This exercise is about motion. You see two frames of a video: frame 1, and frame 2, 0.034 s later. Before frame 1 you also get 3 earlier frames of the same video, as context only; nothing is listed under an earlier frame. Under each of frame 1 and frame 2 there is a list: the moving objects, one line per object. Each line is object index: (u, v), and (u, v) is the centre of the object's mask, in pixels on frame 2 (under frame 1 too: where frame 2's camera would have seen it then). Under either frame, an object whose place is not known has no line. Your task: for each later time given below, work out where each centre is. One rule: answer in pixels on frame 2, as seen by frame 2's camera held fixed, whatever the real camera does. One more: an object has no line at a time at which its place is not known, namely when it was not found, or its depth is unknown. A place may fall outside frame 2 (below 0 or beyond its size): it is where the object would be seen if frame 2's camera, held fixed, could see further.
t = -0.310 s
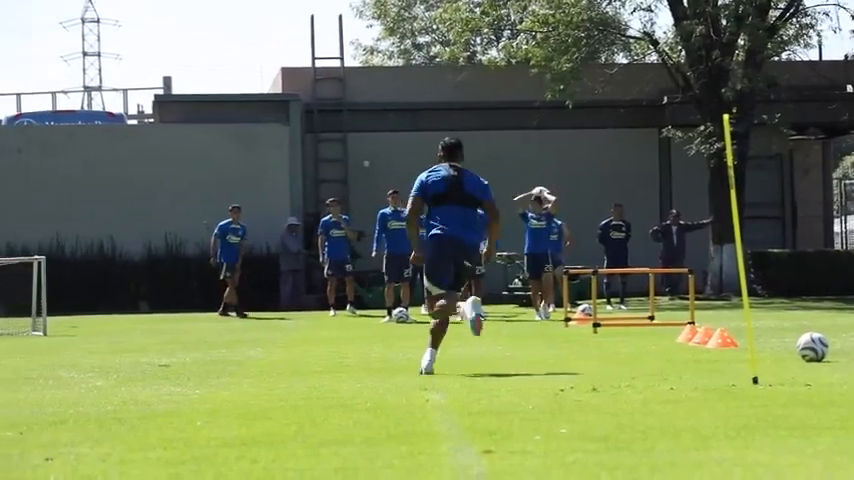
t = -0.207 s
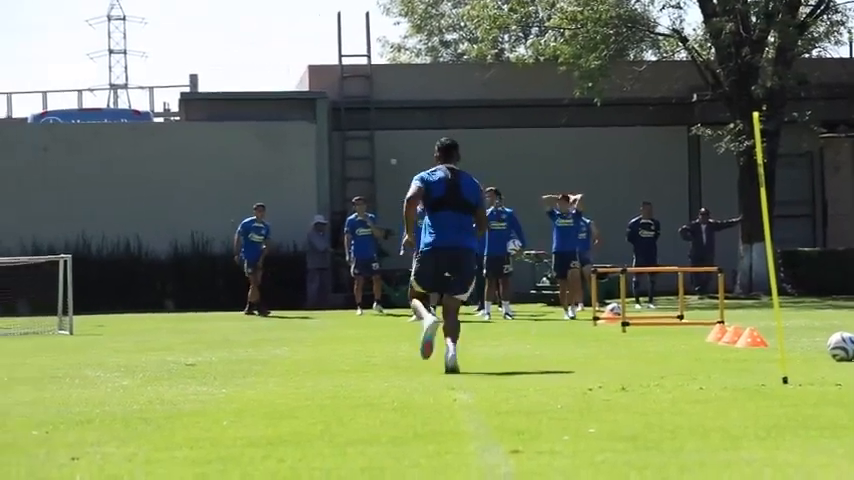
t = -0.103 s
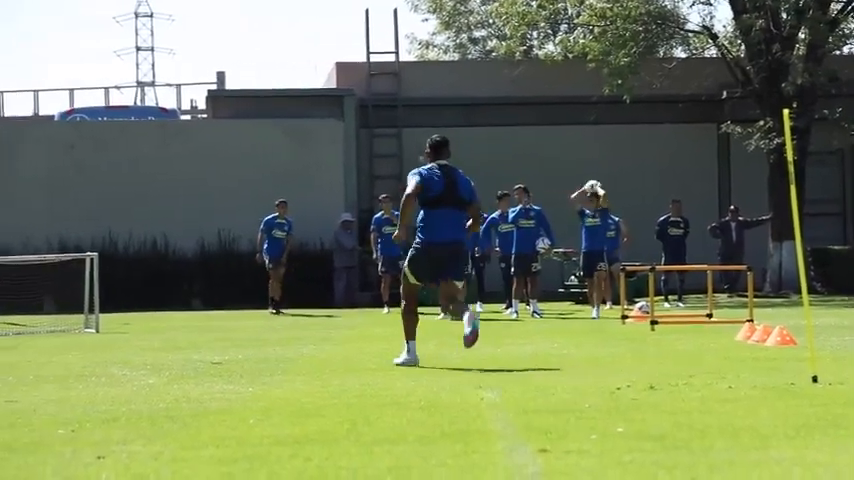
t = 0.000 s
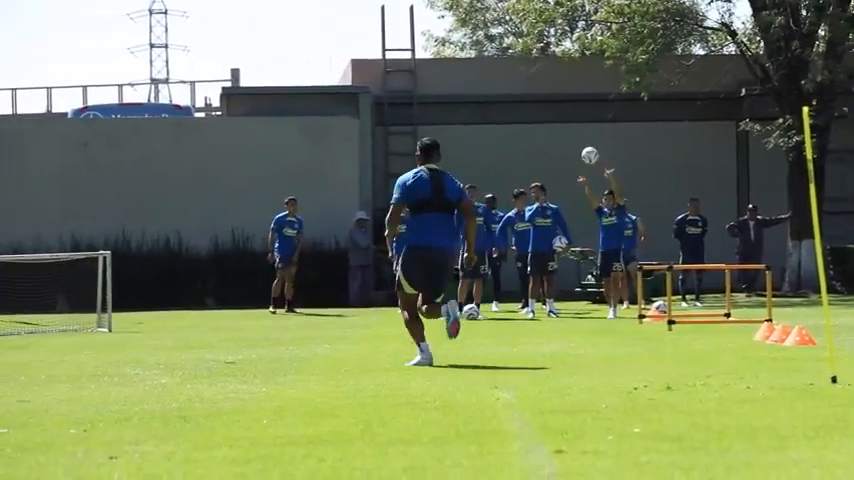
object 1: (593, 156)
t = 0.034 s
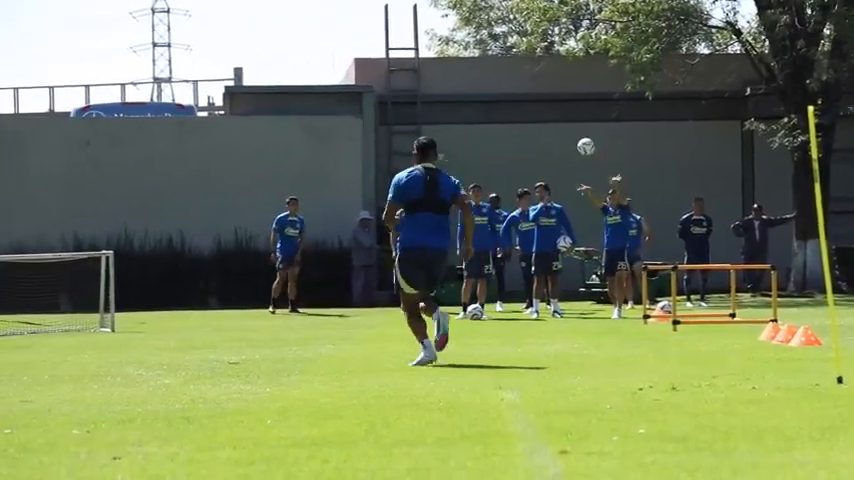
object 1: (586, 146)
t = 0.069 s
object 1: (577, 138)
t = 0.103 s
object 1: (569, 130)
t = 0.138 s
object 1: (560, 121)
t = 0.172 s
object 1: (552, 114)
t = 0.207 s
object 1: (544, 109)
